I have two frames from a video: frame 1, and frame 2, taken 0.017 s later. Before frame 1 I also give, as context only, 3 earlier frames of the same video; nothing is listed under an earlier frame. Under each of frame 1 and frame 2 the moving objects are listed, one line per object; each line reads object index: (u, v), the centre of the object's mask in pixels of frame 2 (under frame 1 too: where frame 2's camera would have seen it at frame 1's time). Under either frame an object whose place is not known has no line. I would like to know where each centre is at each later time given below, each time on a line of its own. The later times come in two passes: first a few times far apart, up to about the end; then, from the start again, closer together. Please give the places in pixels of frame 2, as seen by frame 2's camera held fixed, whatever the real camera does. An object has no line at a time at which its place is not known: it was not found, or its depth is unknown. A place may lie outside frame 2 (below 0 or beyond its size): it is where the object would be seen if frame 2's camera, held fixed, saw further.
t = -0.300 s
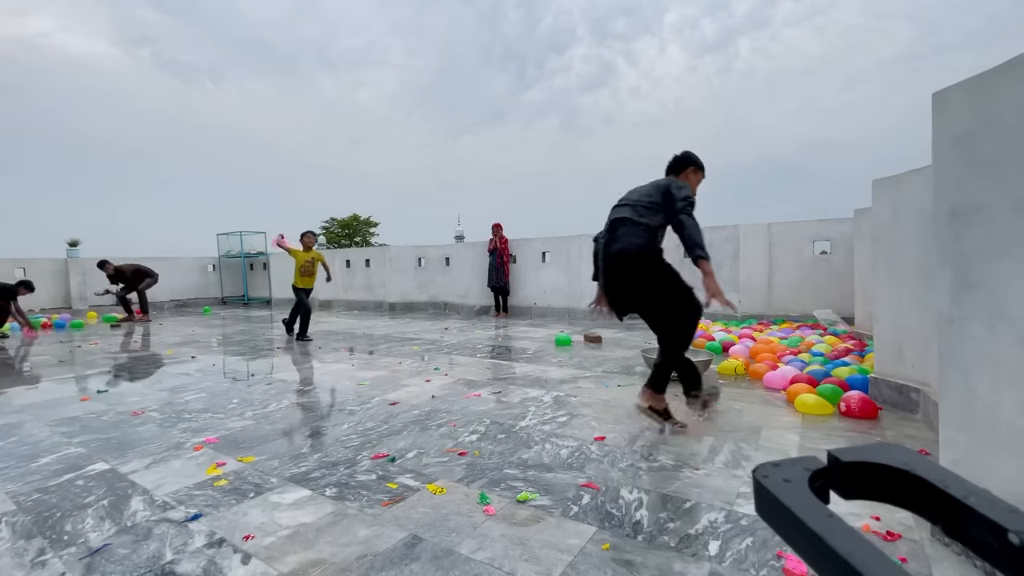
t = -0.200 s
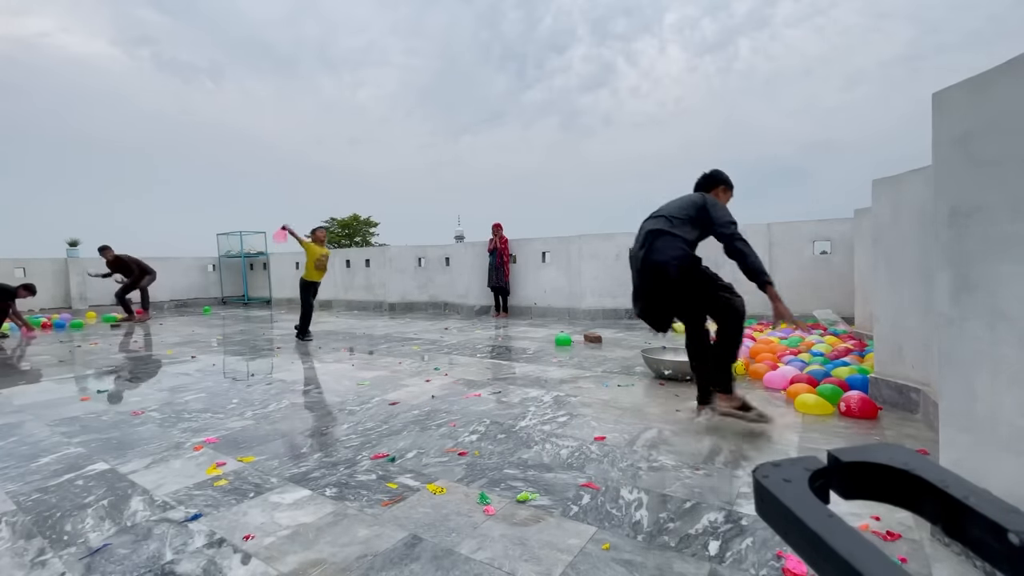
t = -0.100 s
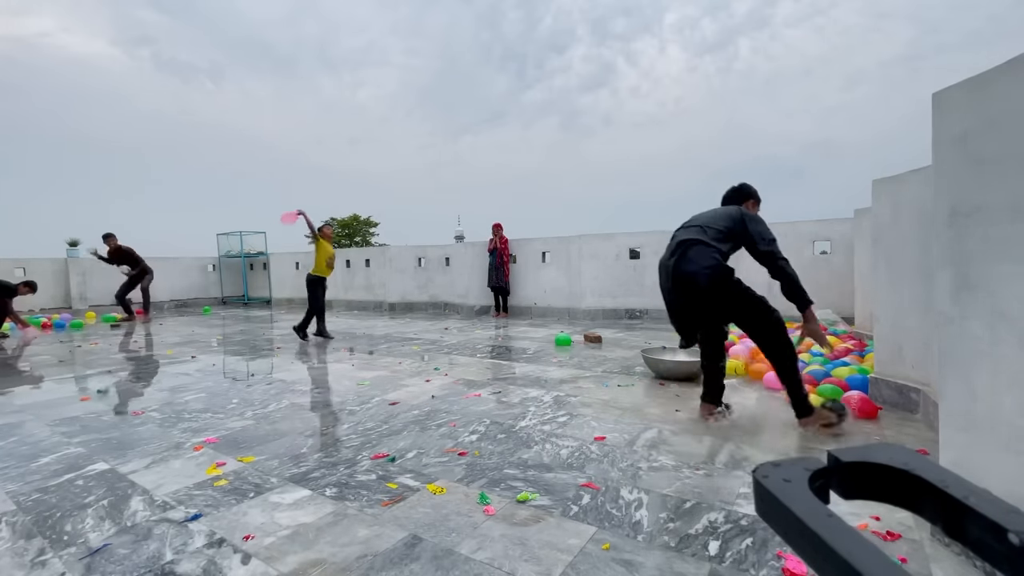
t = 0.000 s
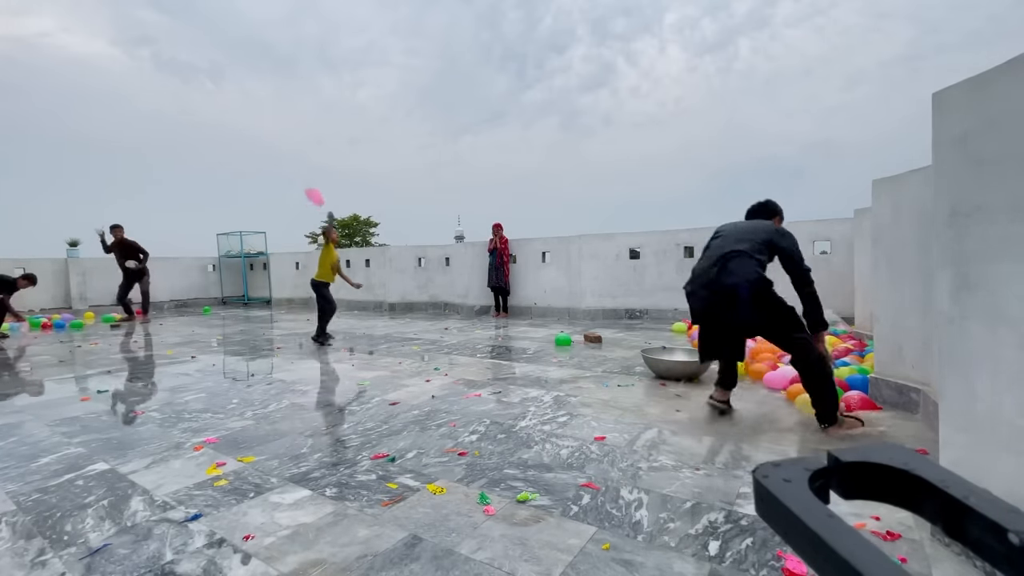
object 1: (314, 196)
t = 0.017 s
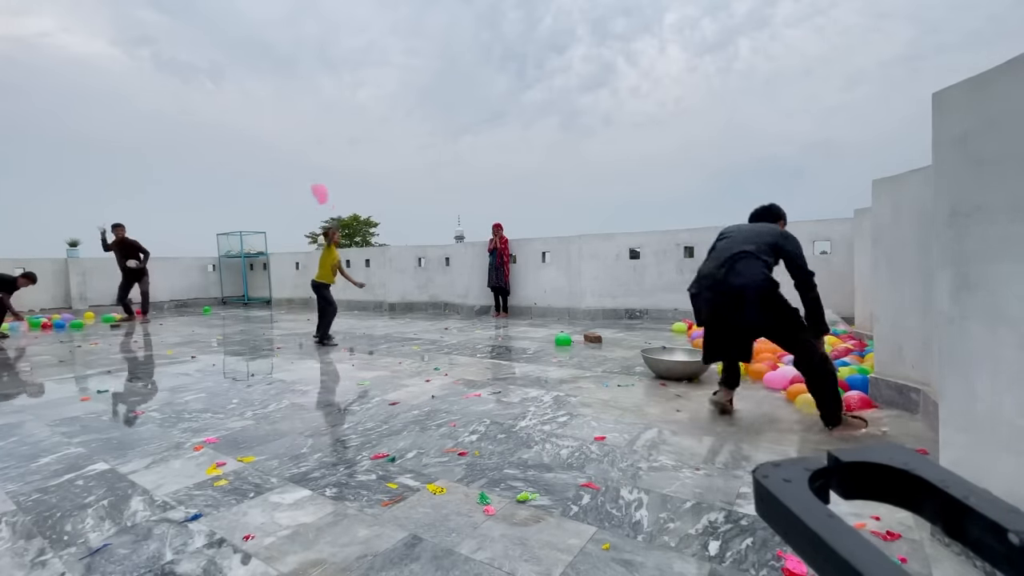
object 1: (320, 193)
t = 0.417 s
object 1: (522, 233)
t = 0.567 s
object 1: (651, 332)
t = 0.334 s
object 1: (467, 204)
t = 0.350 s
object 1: (477, 209)
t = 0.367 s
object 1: (487, 214)
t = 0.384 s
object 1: (498, 220)
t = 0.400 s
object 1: (509, 227)
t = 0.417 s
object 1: (522, 233)
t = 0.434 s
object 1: (533, 241)
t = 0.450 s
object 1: (546, 248)
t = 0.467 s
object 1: (557, 257)
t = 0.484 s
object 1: (570, 267)
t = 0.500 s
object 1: (585, 277)
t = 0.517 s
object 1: (601, 289)
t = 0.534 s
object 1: (616, 302)
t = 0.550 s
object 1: (633, 316)
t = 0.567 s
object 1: (651, 332)
